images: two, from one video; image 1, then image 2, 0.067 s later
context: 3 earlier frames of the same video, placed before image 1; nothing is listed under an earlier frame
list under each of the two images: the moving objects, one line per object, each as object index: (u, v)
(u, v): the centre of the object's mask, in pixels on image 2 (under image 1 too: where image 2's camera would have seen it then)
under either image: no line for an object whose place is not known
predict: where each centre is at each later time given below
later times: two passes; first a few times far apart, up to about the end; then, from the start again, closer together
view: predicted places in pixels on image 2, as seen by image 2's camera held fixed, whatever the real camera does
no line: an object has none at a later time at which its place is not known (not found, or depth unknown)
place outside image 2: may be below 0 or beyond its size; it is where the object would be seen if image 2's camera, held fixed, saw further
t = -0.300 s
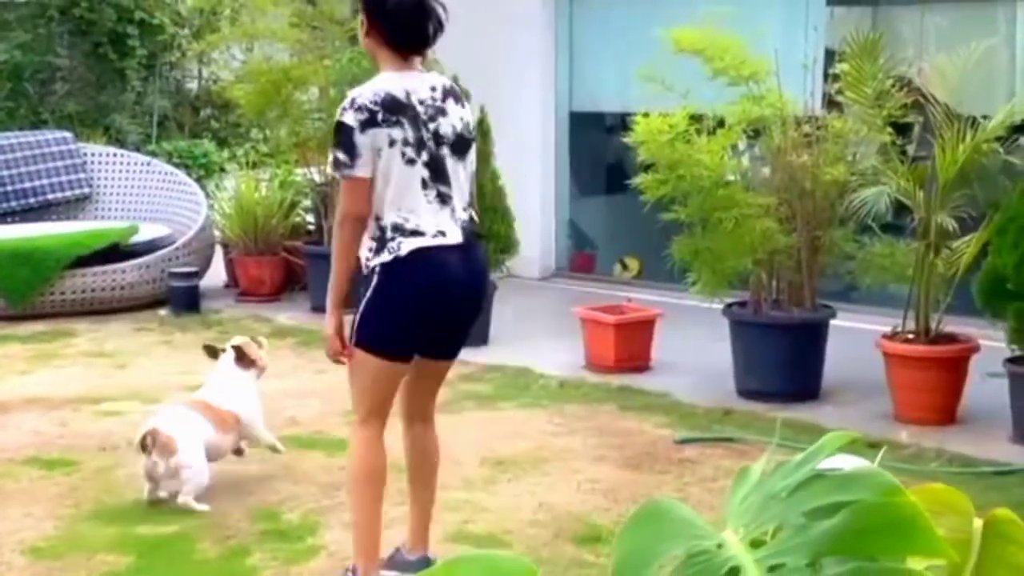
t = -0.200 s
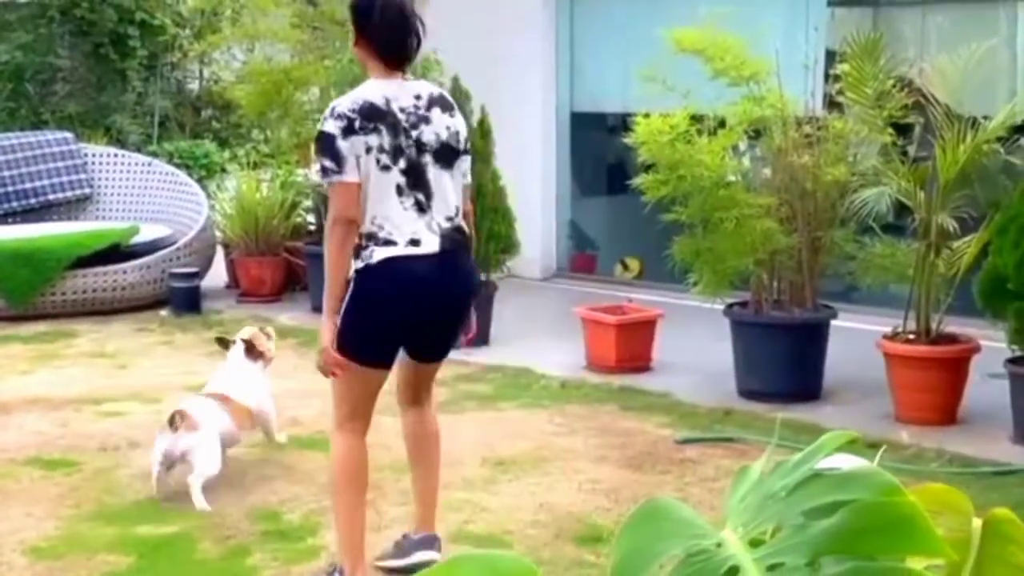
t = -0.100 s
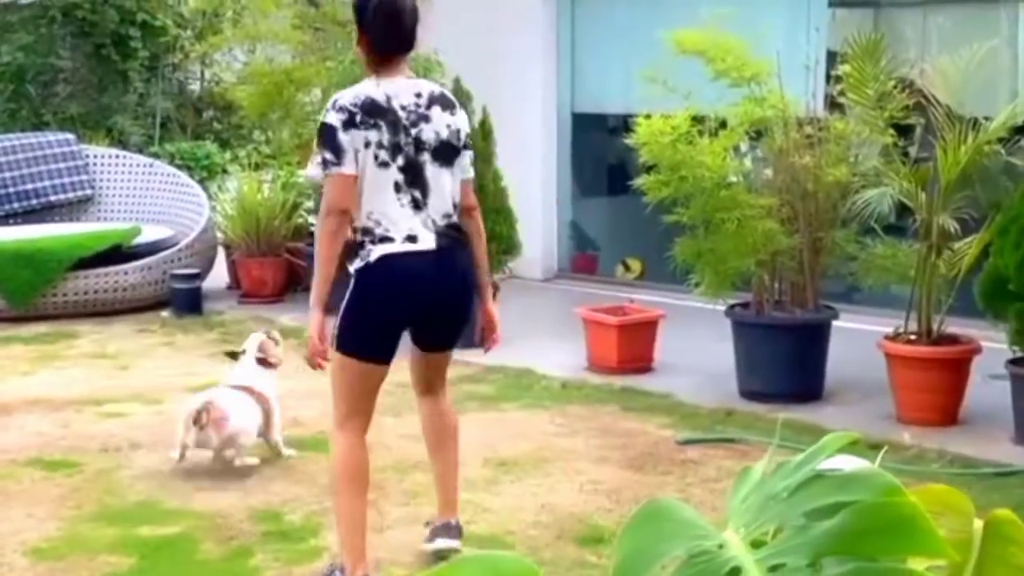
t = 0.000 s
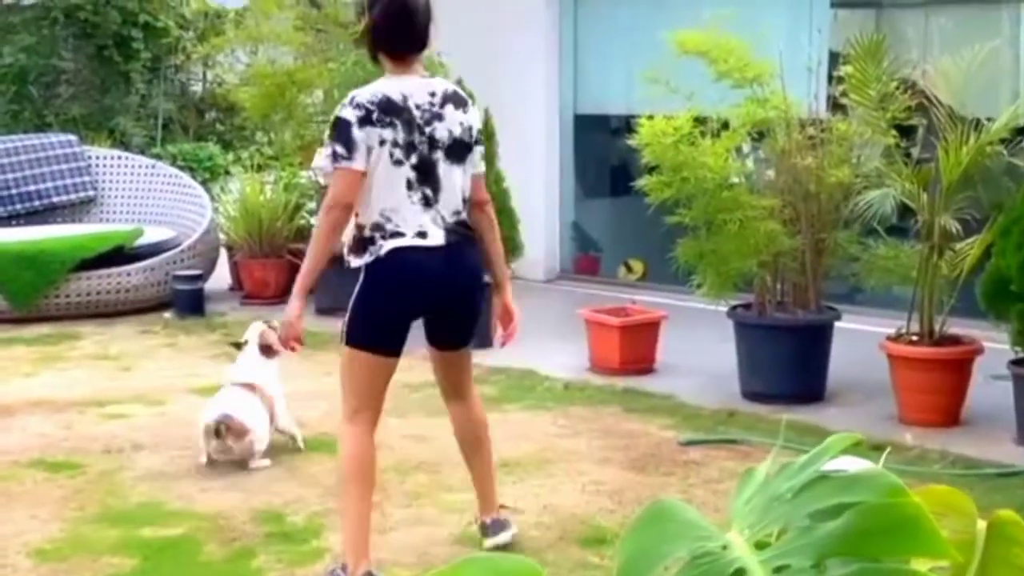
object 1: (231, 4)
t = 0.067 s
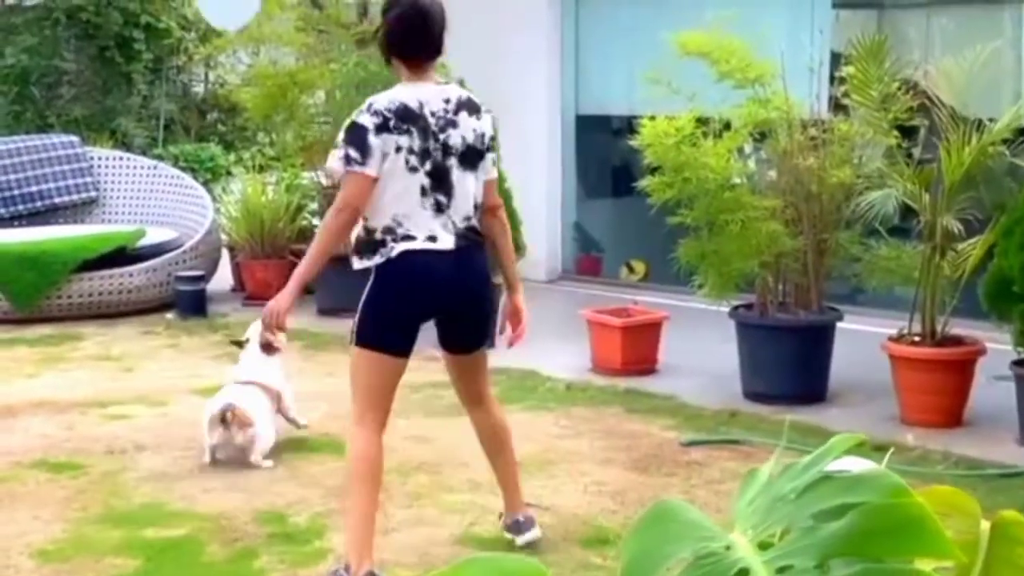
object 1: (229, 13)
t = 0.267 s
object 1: (224, 58)
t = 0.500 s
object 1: (230, 140)
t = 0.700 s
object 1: (248, 199)
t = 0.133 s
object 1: (227, 22)
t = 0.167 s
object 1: (226, 27)
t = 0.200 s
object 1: (225, 36)
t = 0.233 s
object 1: (225, 47)
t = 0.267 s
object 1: (224, 58)
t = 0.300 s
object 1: (224, 70)
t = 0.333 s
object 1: (224, 81)
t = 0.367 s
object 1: (225, 93)
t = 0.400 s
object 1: (226, 105)
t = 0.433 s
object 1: (226, 117)
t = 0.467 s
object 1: (228, 128)
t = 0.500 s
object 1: (230, 140)
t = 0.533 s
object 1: (232, 151)
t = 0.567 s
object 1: (235, 161)
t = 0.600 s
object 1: (238, 172)
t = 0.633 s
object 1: (241, 181)
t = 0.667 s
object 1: (244, 190)
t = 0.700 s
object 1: (248, 199)
